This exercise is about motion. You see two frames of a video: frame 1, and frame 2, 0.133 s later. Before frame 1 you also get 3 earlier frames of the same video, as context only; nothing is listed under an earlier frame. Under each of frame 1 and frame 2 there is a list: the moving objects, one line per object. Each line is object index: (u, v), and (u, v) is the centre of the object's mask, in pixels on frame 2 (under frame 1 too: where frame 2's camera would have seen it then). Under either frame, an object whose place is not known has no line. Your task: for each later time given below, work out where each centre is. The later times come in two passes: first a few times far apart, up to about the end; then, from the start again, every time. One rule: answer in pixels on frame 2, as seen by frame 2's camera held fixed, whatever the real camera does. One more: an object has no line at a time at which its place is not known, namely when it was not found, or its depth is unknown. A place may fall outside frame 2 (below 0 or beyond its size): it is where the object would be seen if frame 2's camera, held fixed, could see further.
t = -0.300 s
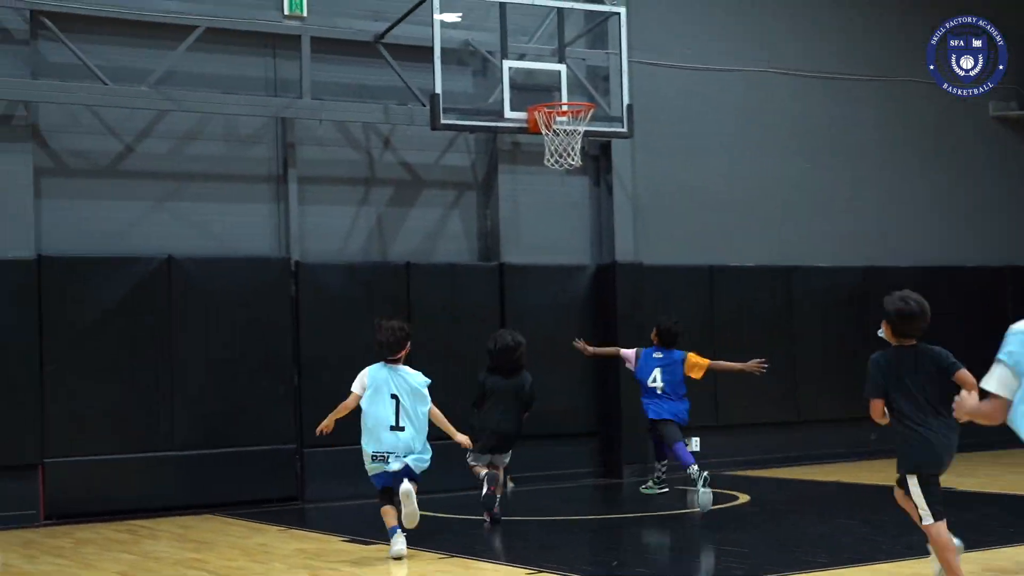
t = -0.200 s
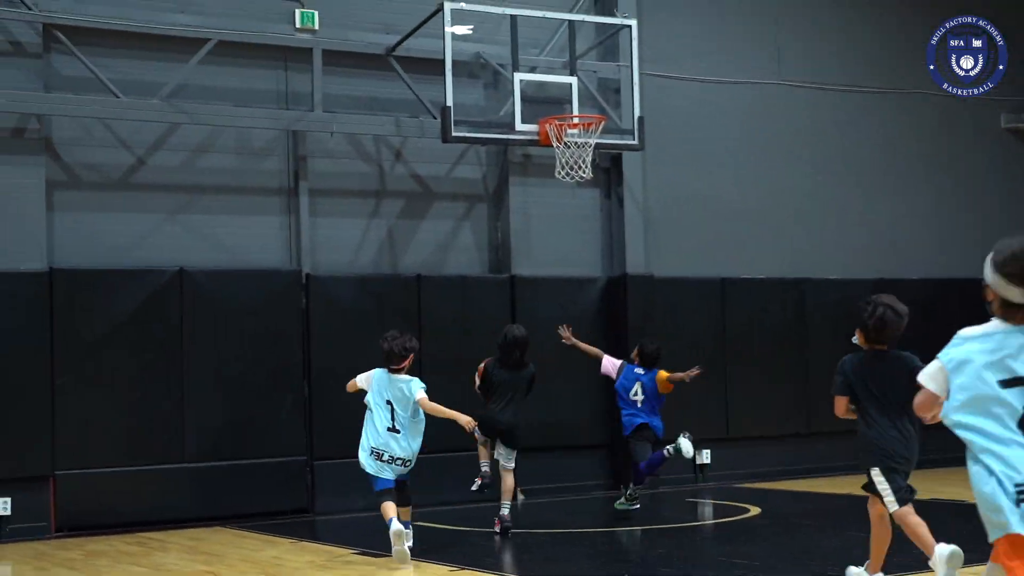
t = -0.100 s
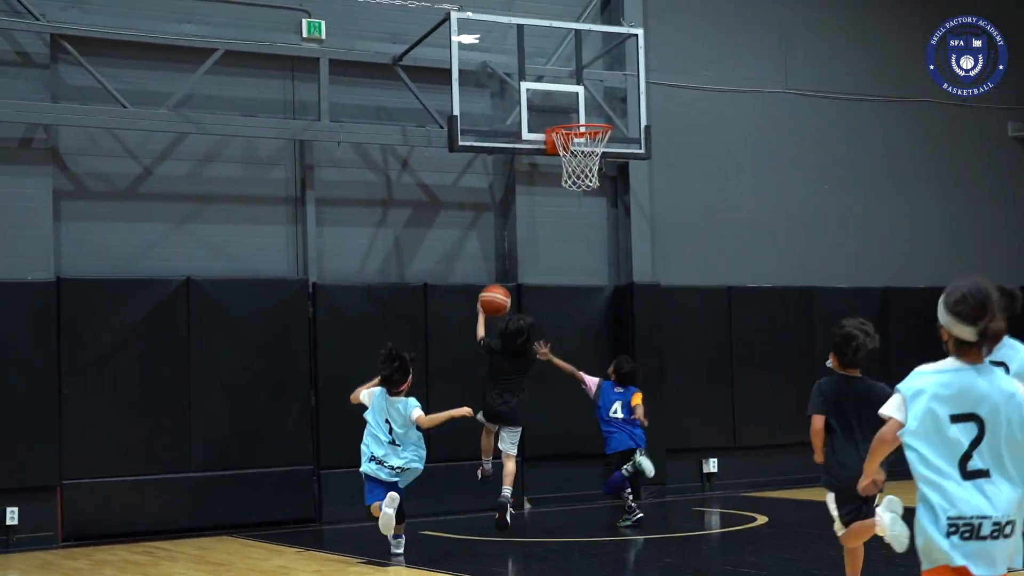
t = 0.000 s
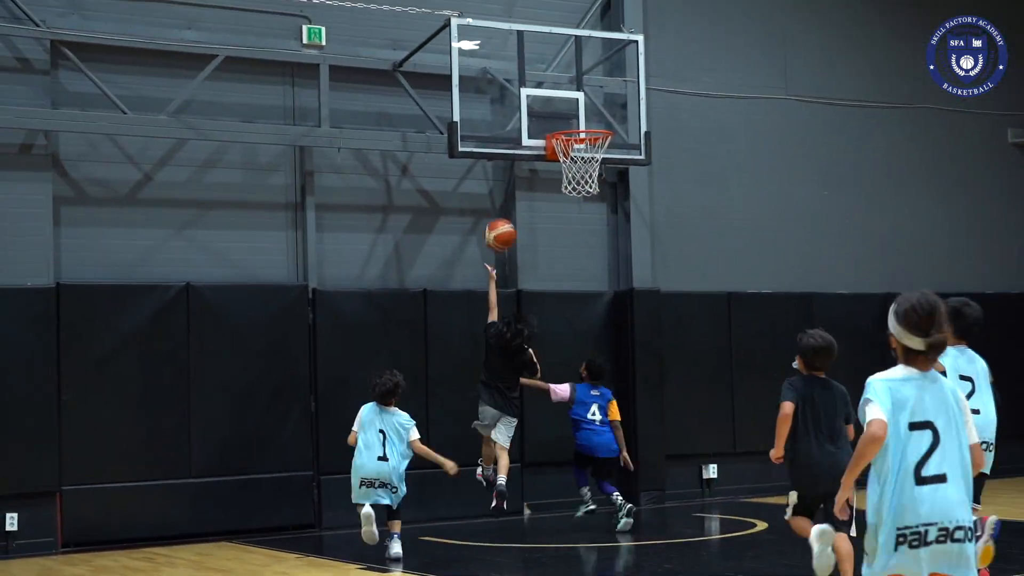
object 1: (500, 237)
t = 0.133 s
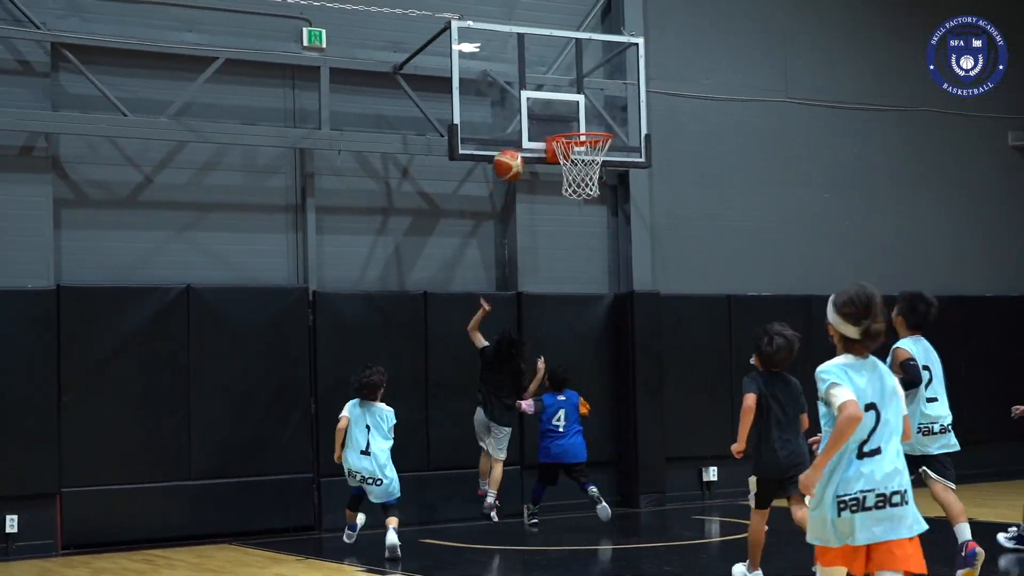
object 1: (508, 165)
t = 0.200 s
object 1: (513, 138)
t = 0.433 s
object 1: (529, 89)
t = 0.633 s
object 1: (550, 96)
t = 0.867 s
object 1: (590, 148)
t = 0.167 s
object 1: (510, 150)
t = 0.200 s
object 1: (513, 138)
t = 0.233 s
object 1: (515, 126)
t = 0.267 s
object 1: (517, 116)
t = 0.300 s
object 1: (519, 108)
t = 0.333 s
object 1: (522, 101)
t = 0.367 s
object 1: (524, 96)
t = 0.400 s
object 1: (527, 92)
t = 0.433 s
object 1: (529, 89)
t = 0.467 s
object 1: (531, 88)
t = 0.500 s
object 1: (534, 89)
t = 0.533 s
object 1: (536, 90)
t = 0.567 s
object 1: (539, 92)
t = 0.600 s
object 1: (545, 93)
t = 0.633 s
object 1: (550, 96)
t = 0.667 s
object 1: (556, 101)
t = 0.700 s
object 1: (562, 106)
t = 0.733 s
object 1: (568, 114)
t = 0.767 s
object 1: (573, 120)
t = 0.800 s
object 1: (580, 129)
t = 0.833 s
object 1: (585, 142)
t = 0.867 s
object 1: (590, 148)
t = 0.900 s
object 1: (596, 155)
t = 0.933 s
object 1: (599, 165)
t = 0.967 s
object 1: (600, 169)
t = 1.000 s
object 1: (600, 171)
